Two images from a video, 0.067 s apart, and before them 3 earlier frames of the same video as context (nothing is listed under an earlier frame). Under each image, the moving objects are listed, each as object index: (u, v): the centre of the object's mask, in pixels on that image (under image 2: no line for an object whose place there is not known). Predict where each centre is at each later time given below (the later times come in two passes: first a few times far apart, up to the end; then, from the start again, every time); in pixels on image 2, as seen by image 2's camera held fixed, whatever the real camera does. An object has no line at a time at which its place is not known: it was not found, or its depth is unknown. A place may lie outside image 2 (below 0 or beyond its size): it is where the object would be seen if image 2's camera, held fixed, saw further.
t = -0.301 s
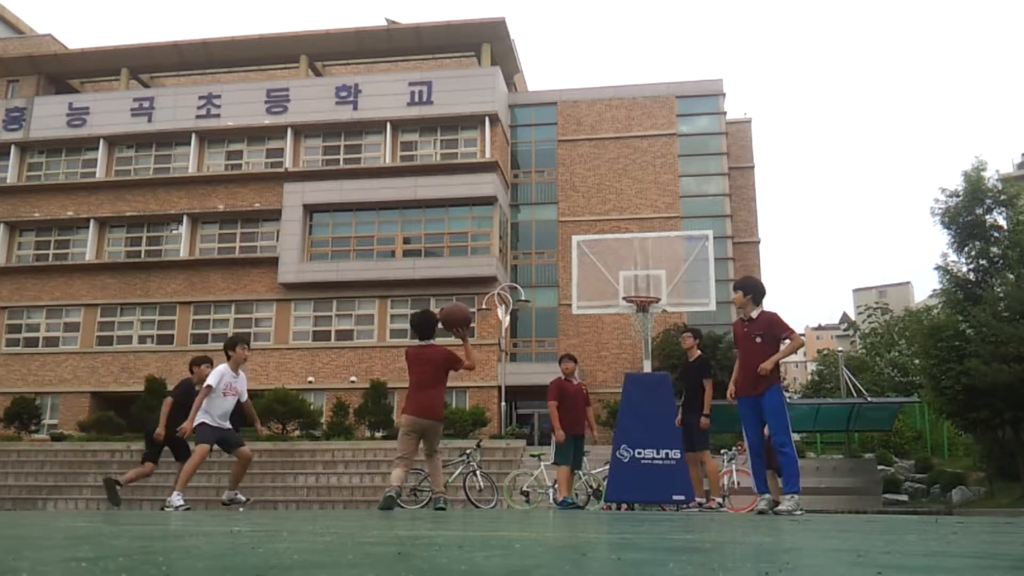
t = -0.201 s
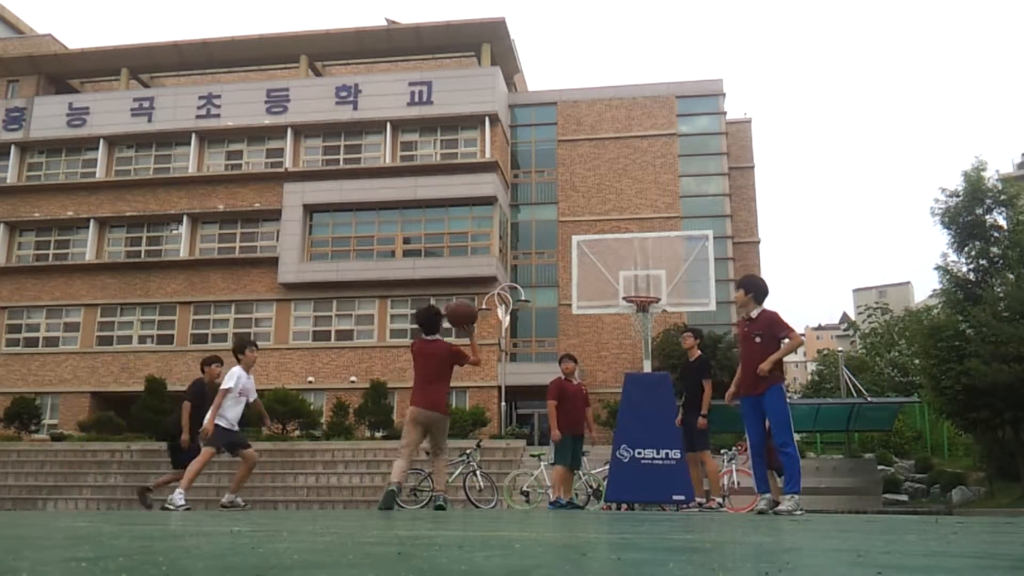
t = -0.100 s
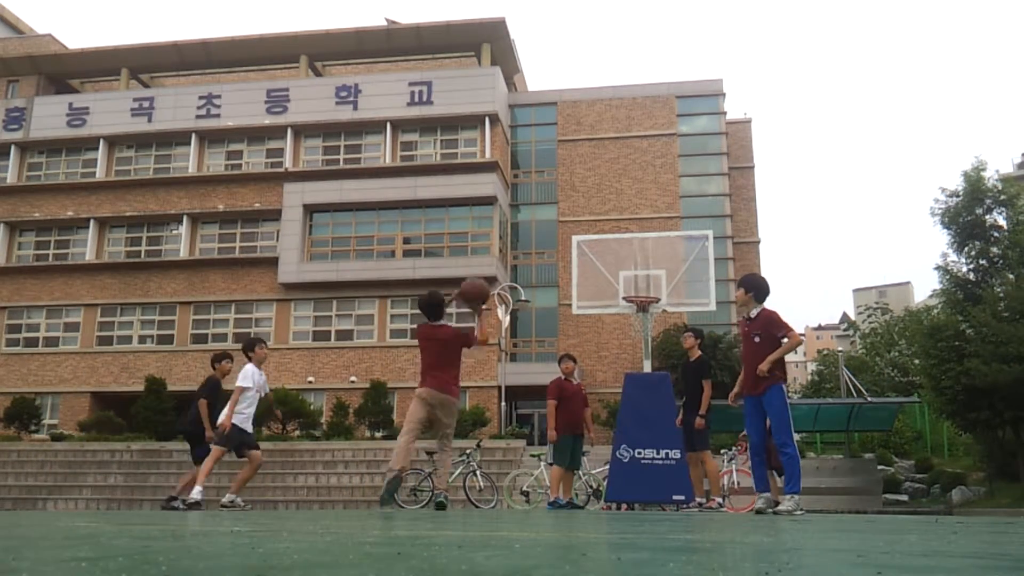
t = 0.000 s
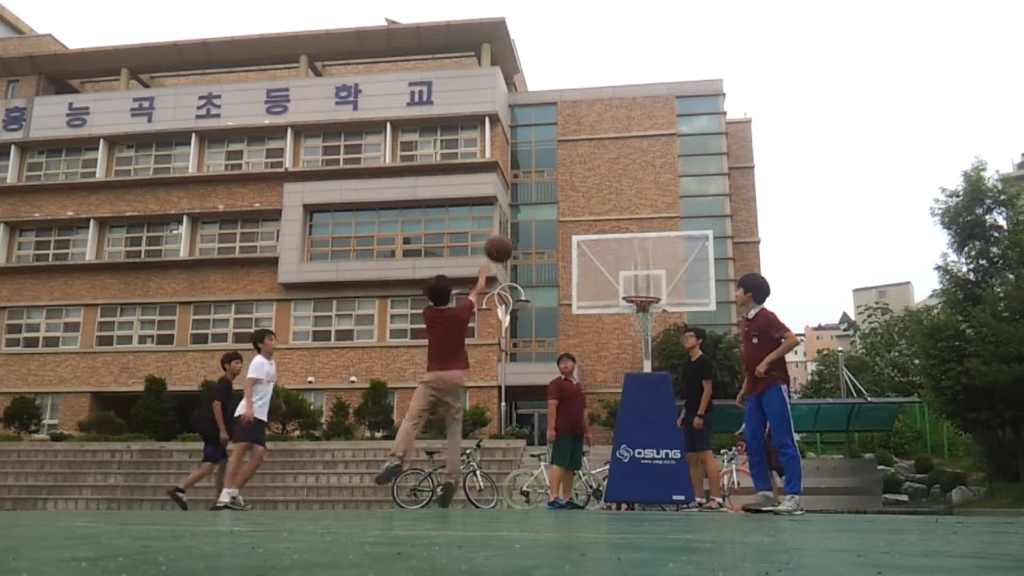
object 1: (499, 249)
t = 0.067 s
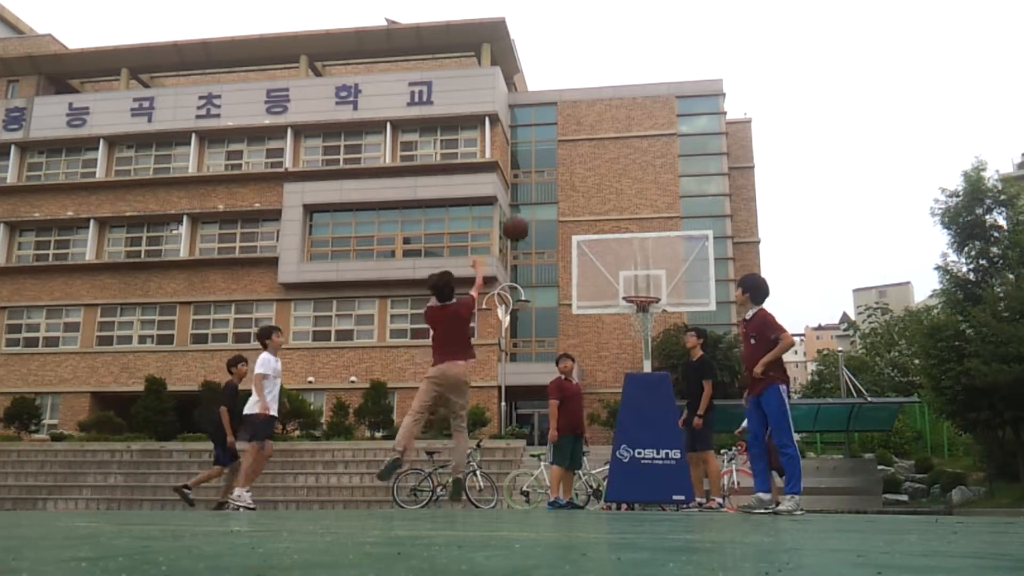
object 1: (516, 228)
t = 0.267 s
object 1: (557, 202)
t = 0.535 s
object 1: (600, 226)
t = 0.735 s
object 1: (627, 277)
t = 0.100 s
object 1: (523, 221)
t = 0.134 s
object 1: (531, 215)
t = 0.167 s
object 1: (537, 210)
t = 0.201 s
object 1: (544, 206)
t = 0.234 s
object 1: (551, 203)
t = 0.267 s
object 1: (557, 202)
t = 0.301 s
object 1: (563, 201)
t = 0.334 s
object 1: (569, 202)
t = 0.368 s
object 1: (574, 204)
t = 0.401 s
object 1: (580, 206)
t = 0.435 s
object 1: (585, 210)
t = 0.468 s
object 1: (590, 215)
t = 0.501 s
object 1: (595, 220)
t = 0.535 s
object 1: (600, 226)
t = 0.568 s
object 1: (605, 233)
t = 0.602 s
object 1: (609, 240)
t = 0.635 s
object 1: (614, 248)
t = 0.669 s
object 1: (618, 257)
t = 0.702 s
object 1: (622, 267)
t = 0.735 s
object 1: (627, 277)
